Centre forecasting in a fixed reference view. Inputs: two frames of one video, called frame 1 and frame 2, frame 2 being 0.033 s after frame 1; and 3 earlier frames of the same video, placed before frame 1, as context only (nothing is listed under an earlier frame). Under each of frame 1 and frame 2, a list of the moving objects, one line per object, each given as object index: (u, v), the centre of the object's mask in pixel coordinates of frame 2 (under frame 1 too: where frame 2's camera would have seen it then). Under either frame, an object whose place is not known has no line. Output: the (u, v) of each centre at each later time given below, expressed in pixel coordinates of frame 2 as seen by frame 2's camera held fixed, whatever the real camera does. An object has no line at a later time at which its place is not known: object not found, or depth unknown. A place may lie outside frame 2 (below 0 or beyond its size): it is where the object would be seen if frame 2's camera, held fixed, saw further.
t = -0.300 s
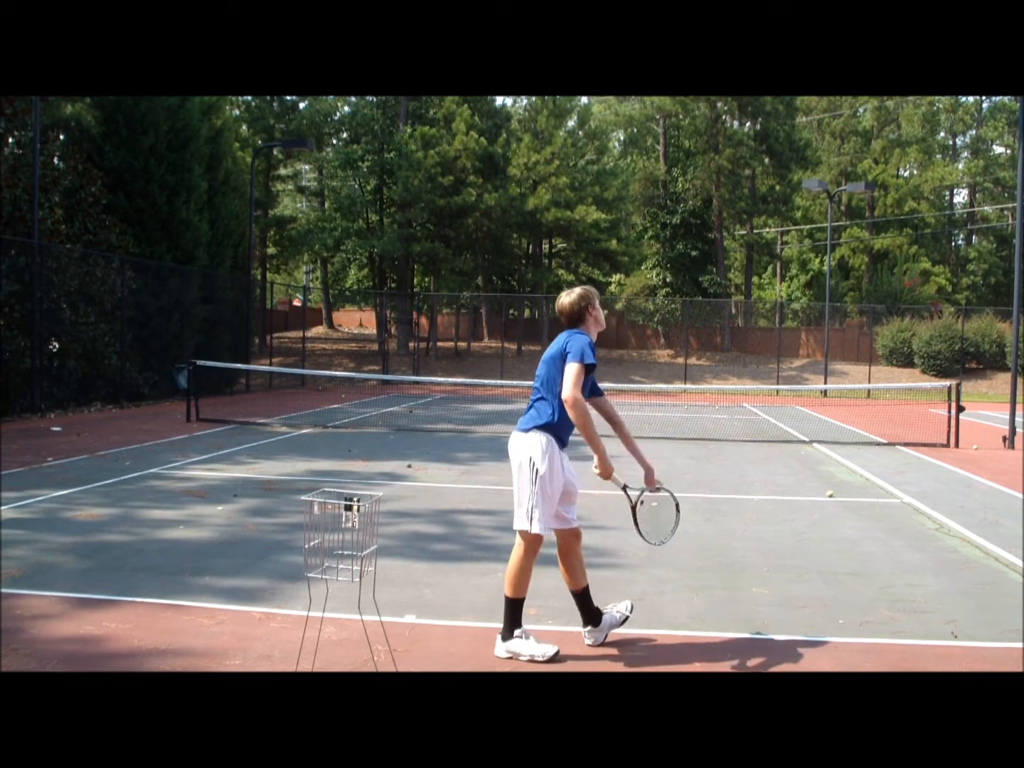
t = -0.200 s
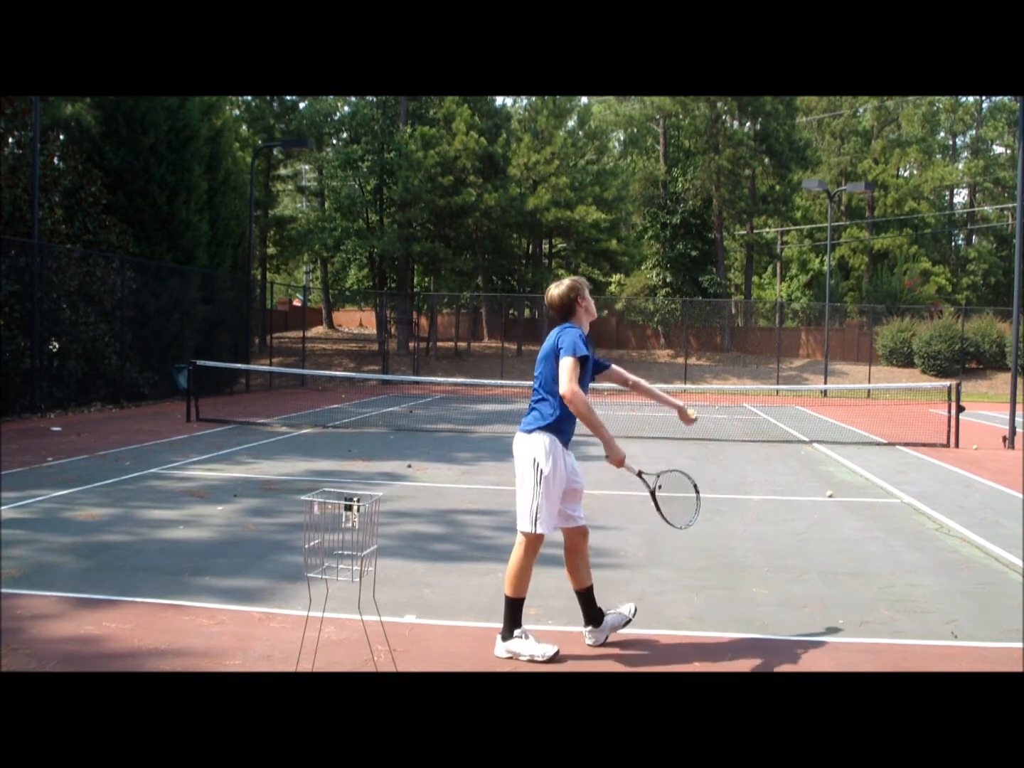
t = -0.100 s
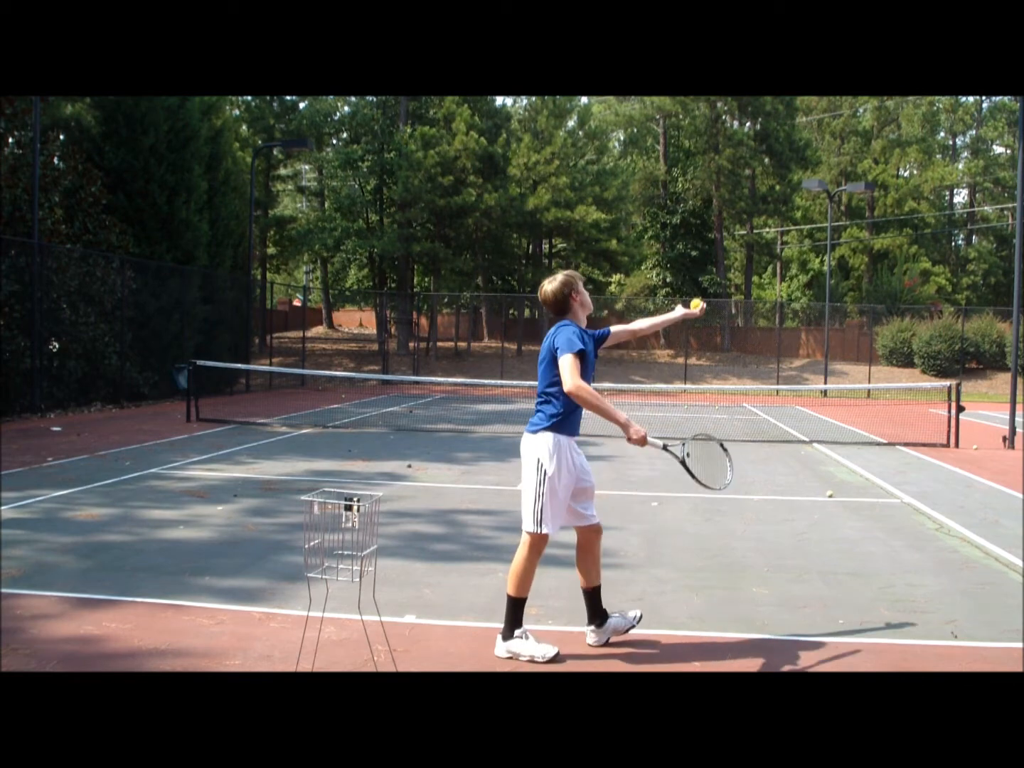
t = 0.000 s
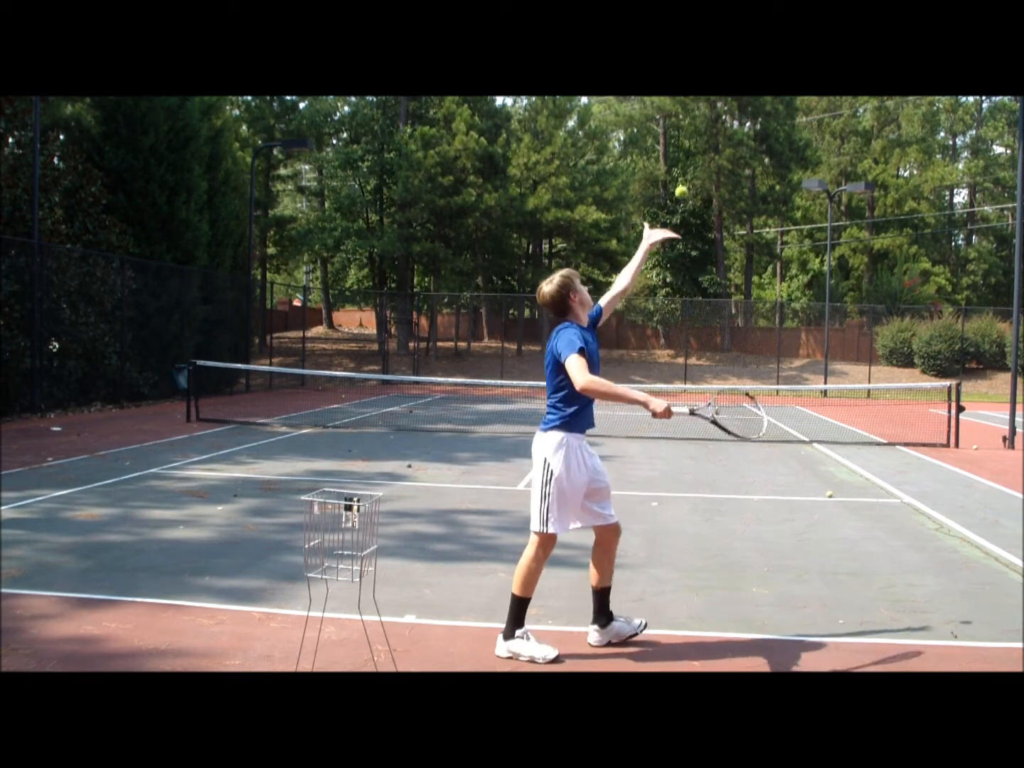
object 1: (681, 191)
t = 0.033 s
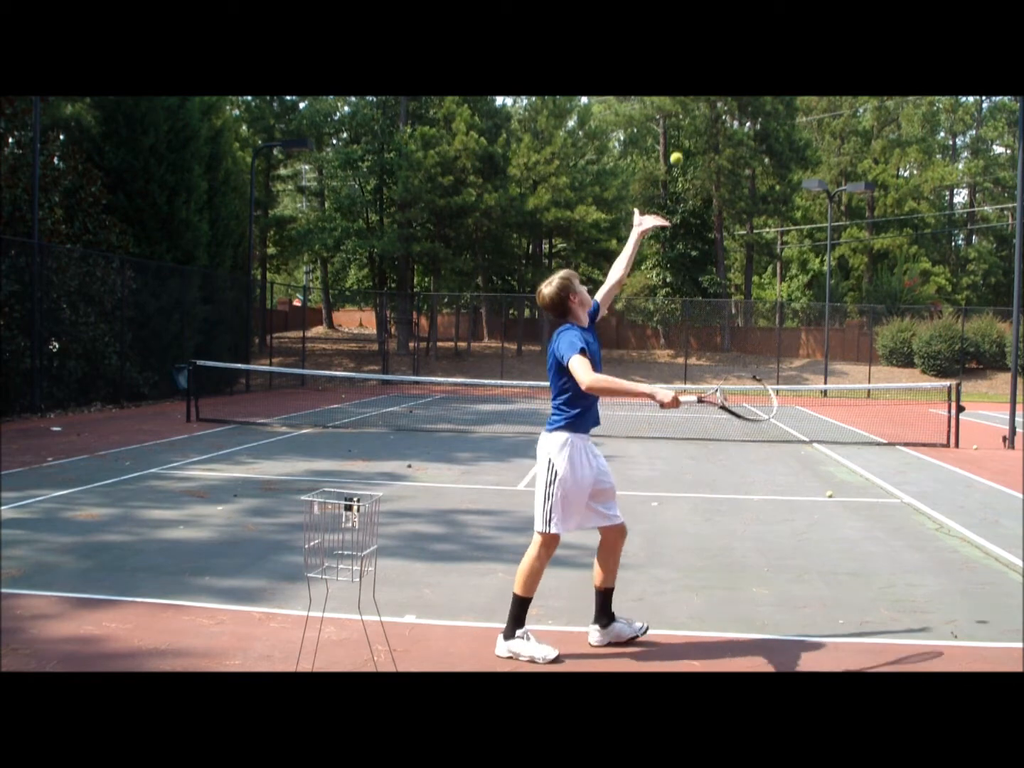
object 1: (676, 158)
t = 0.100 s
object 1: (665, 99)
